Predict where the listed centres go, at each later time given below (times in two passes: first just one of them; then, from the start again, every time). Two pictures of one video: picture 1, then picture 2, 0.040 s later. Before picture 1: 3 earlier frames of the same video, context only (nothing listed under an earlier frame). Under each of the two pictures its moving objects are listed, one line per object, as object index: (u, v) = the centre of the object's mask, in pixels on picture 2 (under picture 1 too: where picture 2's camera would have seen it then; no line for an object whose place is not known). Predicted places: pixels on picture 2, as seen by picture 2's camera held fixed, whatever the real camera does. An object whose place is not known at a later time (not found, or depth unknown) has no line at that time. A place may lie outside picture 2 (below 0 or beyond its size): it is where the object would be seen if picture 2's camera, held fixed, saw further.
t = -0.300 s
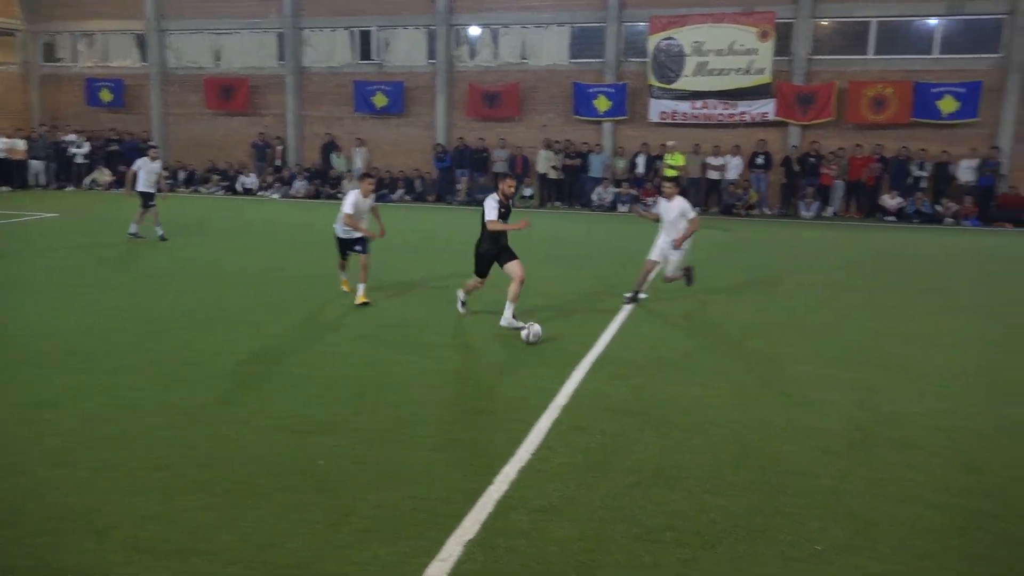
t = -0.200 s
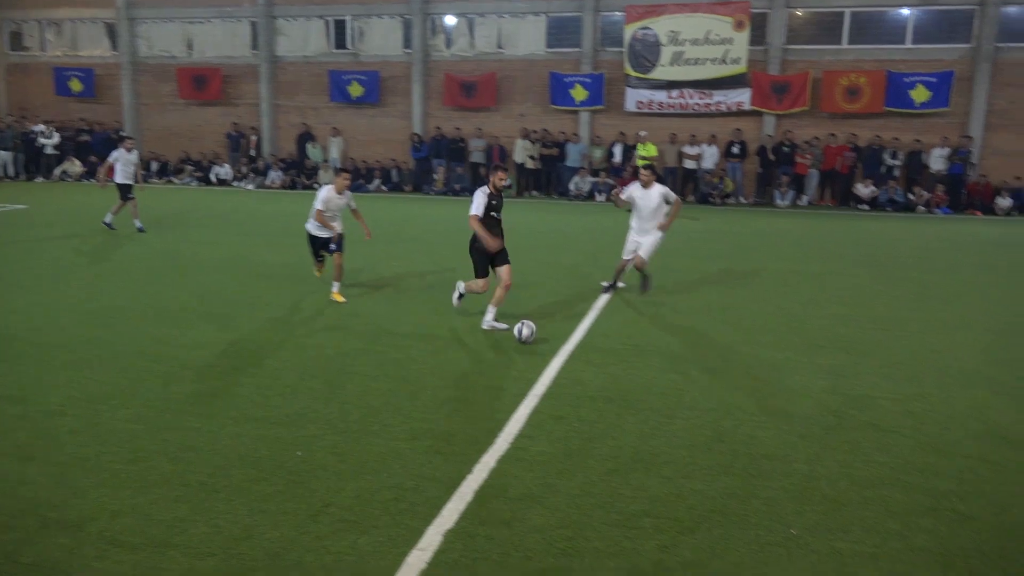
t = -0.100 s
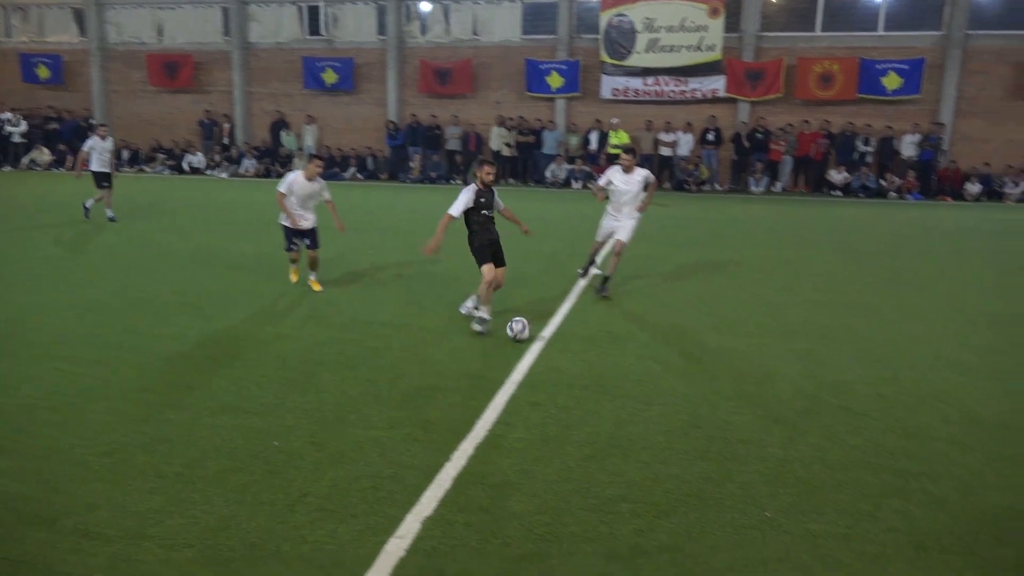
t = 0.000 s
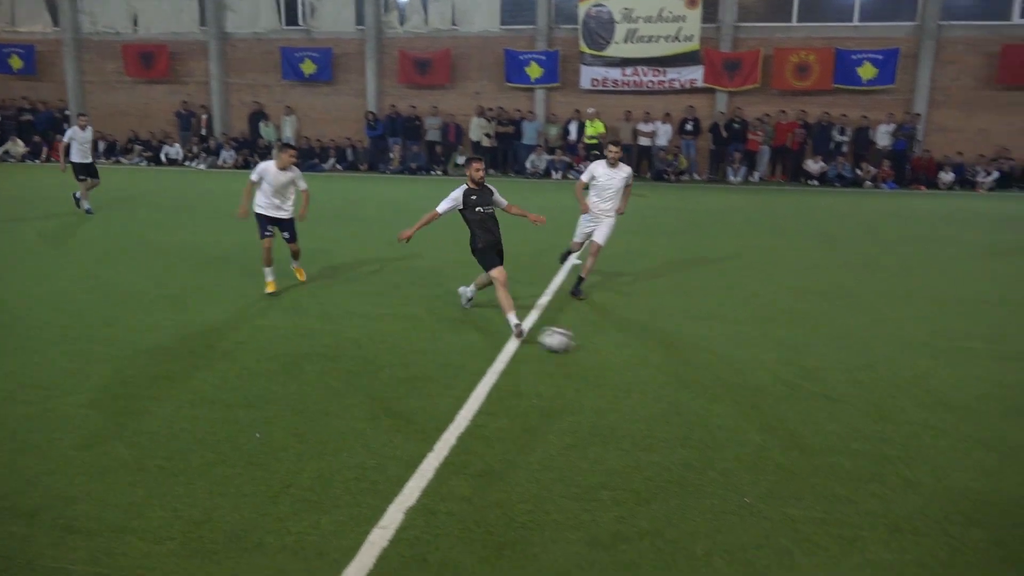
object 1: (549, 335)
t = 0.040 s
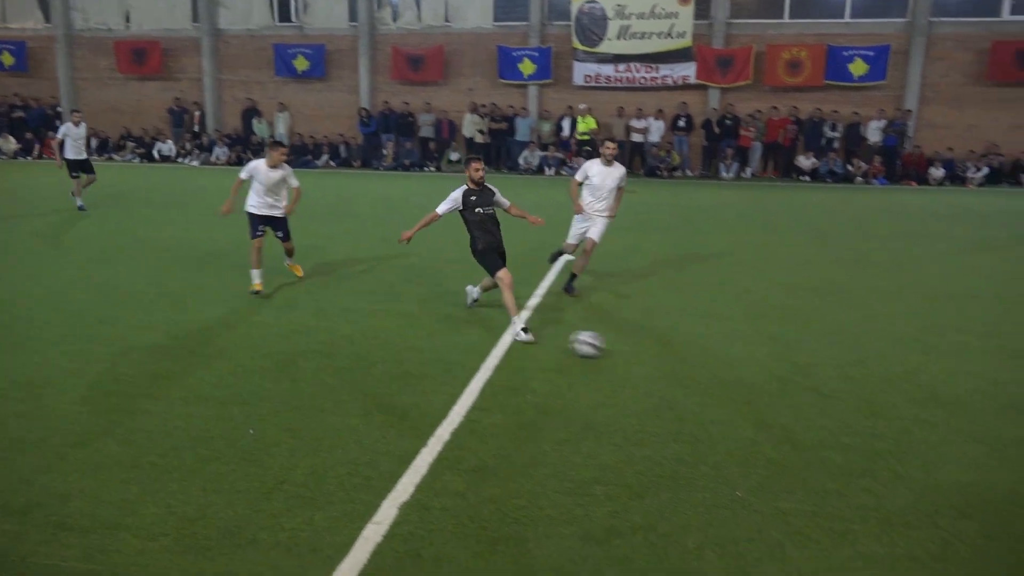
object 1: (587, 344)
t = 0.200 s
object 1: (756, 386)
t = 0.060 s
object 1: (606, 349)
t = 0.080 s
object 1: (627, 354)
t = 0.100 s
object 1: (648, 359)
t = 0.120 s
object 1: (667, 364)
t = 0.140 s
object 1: (688, 370)
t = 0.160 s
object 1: (711, 375)
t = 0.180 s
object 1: (734, 381)
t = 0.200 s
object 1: (756, 386)
